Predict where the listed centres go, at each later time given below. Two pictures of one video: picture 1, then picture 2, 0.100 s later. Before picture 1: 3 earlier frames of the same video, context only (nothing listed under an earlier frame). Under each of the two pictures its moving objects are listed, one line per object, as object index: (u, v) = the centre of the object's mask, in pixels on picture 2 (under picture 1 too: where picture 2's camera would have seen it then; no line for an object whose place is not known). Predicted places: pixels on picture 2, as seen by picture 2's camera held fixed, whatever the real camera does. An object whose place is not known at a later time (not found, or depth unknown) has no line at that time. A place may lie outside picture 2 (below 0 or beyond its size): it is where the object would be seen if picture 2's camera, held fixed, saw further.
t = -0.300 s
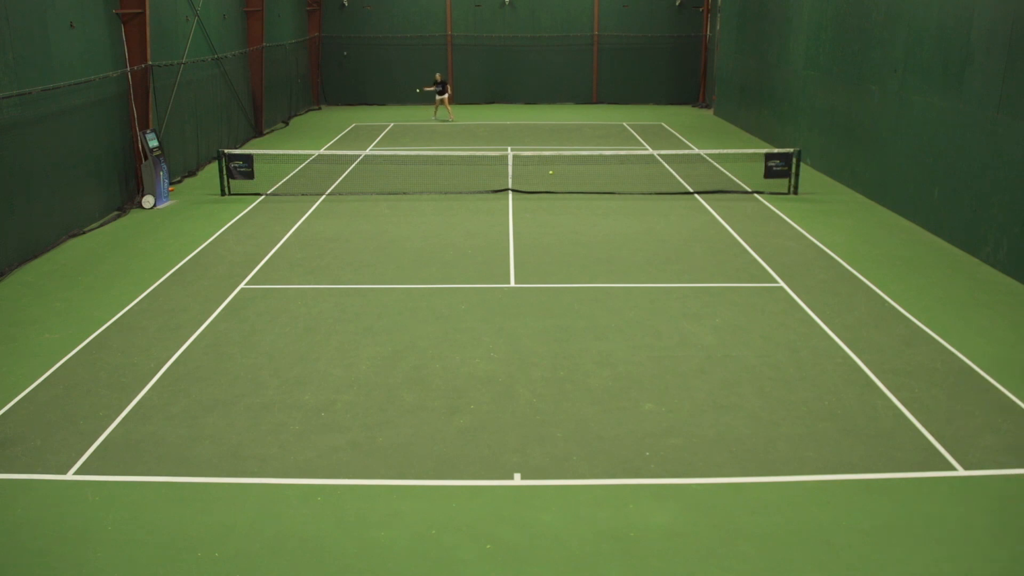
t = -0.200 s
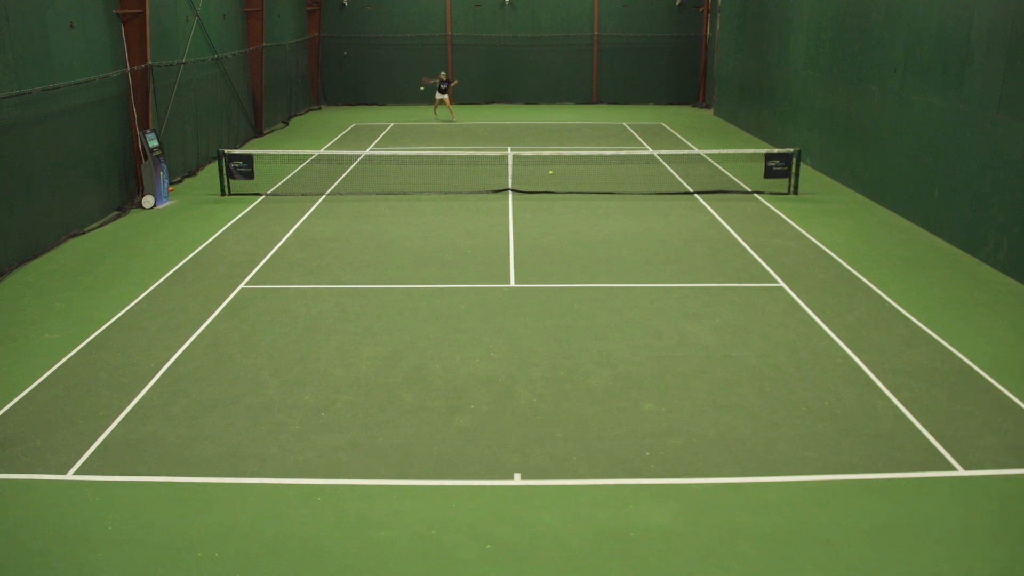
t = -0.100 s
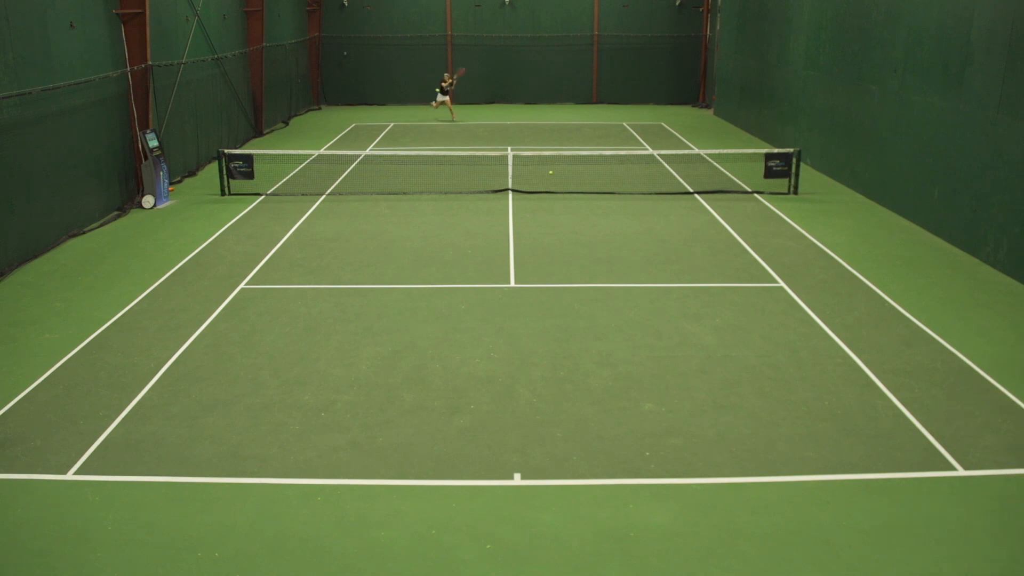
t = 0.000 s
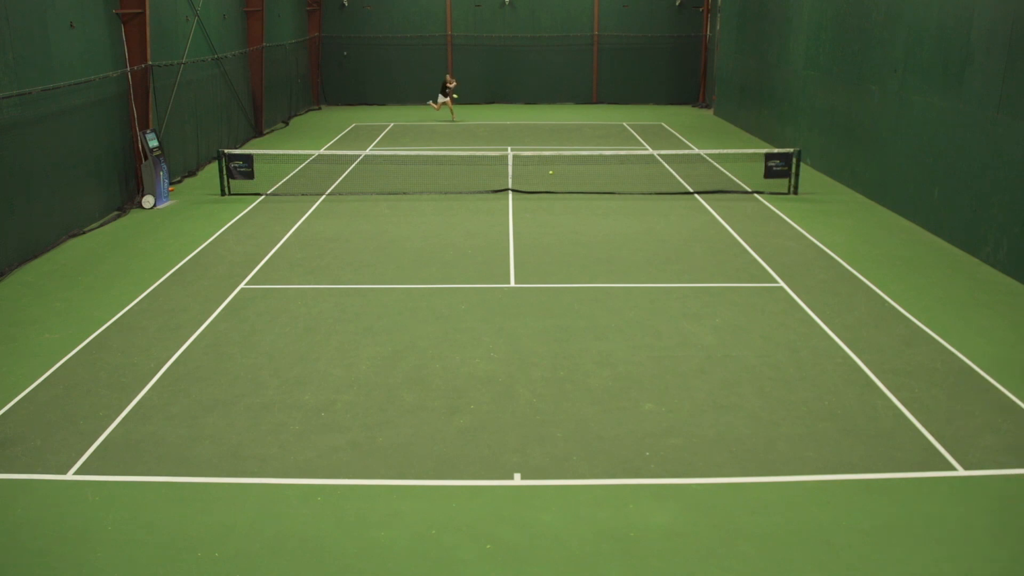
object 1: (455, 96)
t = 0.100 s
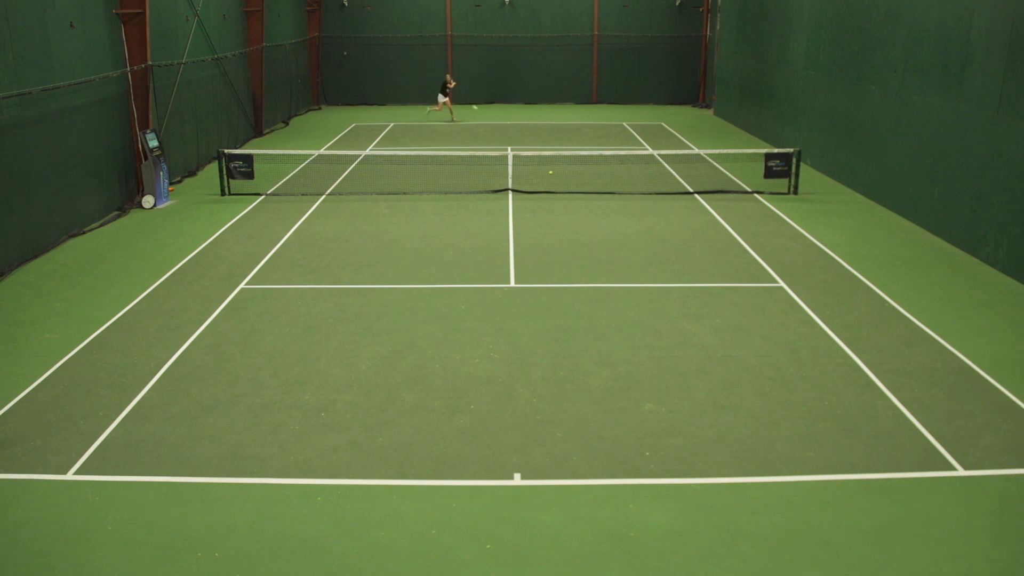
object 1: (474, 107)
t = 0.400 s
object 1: (559, 192)
